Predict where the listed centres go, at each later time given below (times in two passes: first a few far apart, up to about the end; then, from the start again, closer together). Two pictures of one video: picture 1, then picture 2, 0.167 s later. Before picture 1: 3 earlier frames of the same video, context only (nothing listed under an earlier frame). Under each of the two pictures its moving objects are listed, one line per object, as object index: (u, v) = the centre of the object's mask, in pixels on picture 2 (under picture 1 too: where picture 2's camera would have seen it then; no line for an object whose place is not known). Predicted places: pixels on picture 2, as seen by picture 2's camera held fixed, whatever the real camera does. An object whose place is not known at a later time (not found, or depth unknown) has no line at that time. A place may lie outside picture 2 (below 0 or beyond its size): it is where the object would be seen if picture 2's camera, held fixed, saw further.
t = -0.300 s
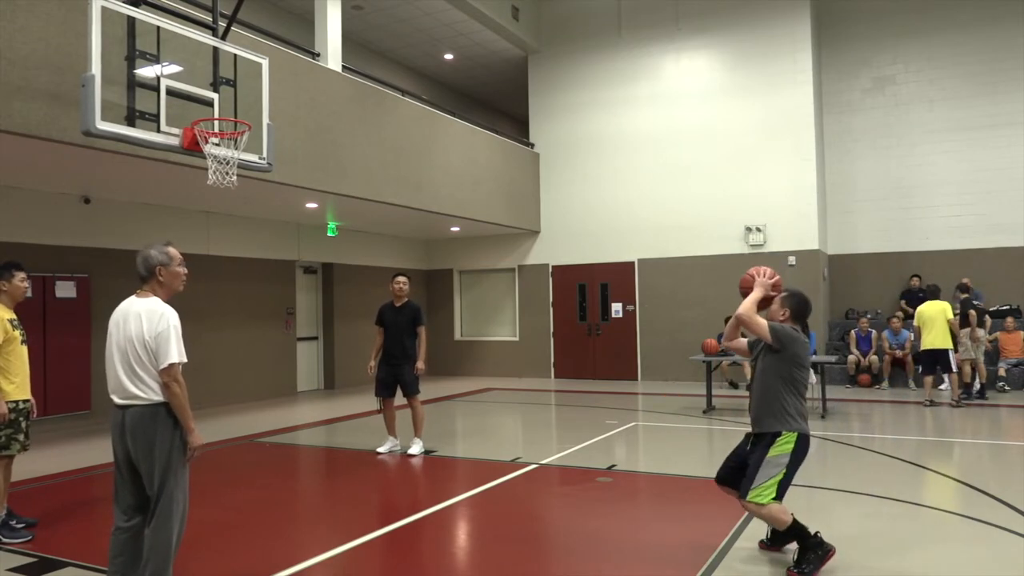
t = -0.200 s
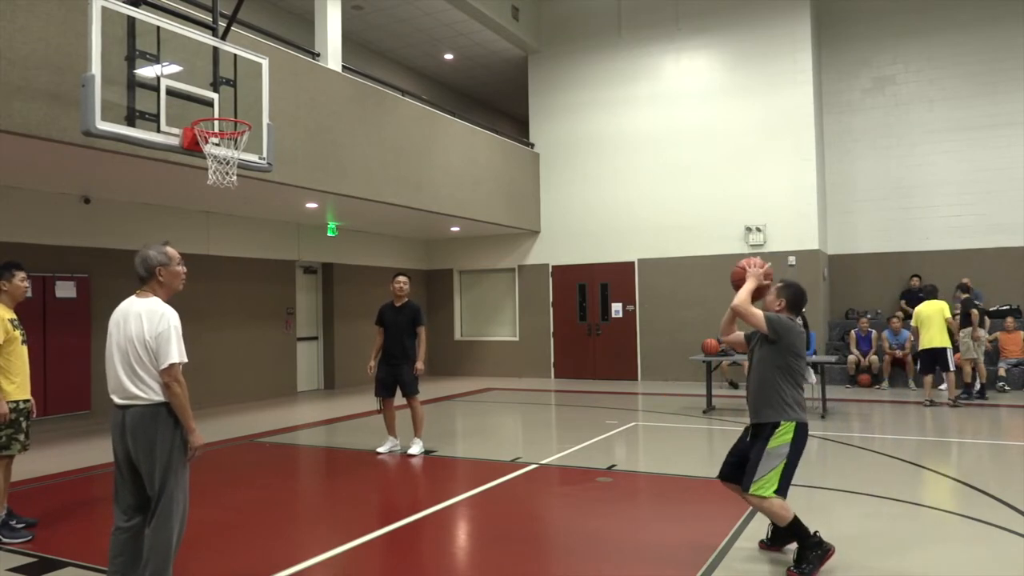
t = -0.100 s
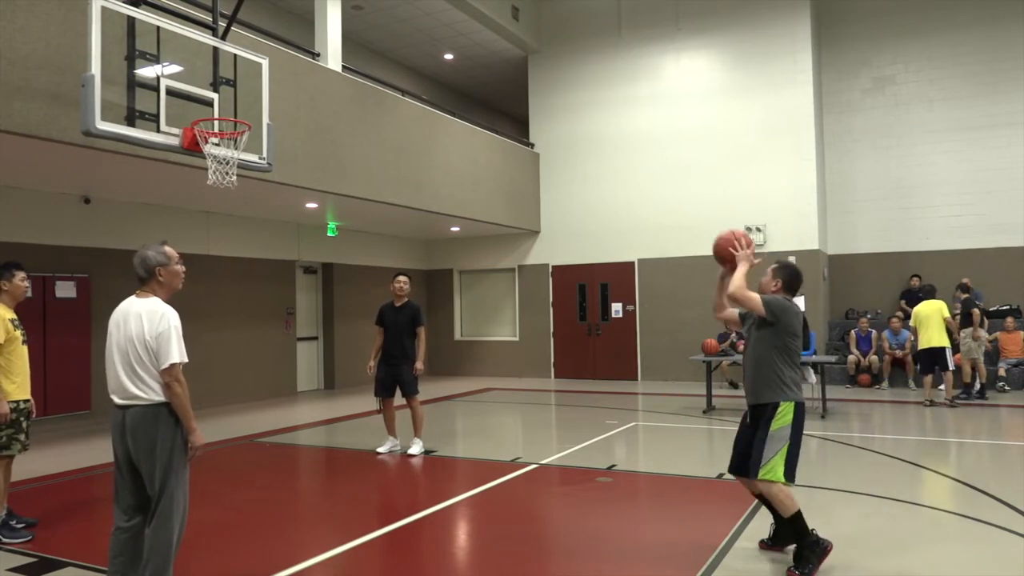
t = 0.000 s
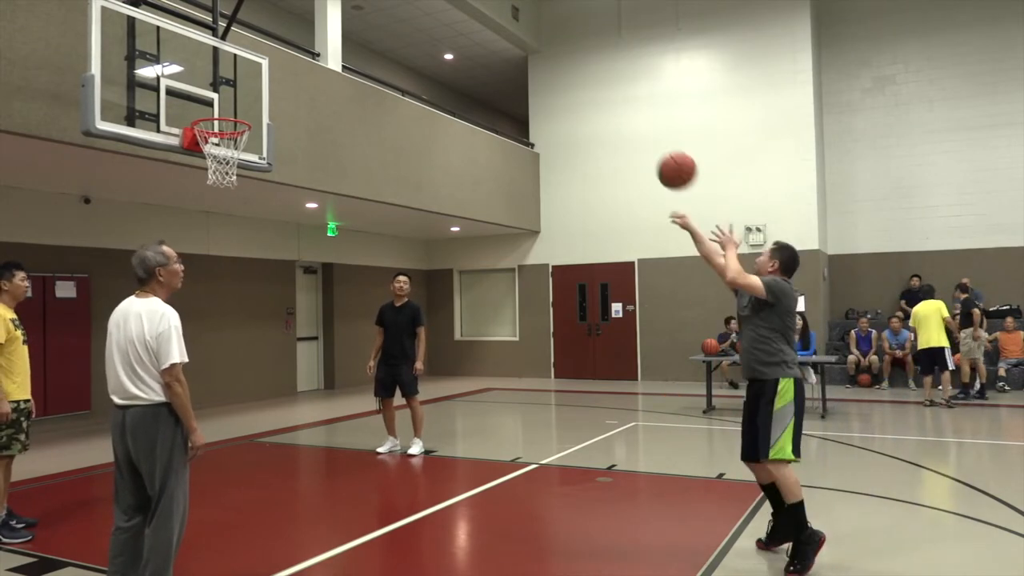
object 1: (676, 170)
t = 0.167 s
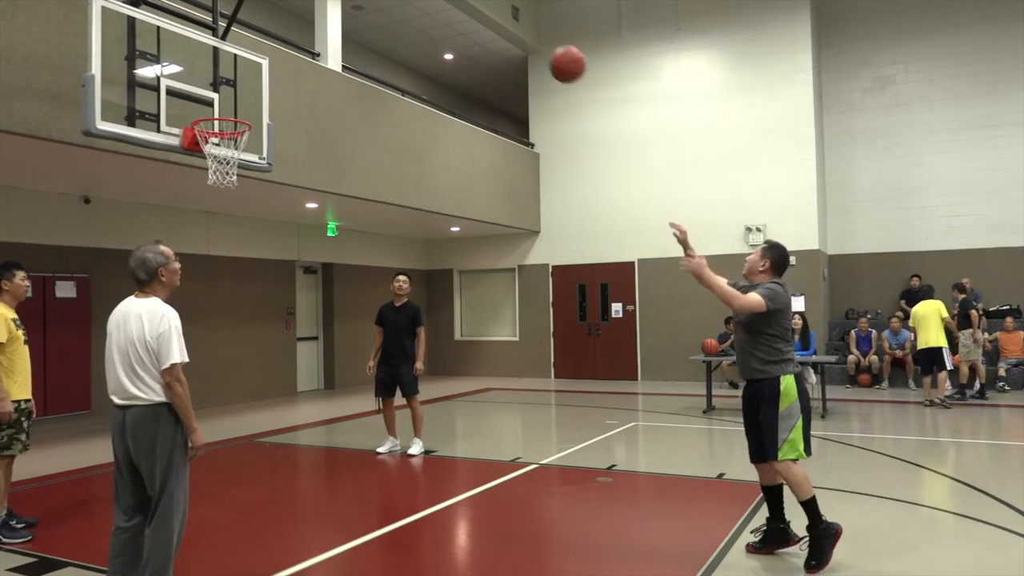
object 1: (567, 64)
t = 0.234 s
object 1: (528, 37)
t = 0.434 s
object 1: (422, 5)
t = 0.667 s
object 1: (318, 15)
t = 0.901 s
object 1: (230, 94)
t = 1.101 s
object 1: (222, 149)
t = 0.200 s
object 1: (547, 49)
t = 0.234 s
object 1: (528, 37)
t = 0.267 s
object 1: (509, 25)
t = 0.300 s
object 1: (491, 17)
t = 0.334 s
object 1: (474, 12)
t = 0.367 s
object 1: (456, 9)
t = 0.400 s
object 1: (439, 7)
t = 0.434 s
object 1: (422, 5)
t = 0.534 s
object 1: (376, 6)
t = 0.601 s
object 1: (347, 9)
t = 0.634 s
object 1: (333, 11)
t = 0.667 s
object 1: (318, 15)
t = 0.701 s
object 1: (305, 23)
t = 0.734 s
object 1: (292, 32)
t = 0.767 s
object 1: (279, 42)
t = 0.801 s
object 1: (266, 54)
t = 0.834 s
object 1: (254, 66)
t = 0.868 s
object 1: (242, 79)
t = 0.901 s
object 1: (230, 94)
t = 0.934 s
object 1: (218, 107)
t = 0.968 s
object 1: (209, 124)
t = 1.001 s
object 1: (223, 129)
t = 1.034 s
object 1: (237, 134)
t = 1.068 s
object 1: (232, 140)
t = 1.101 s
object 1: (222, 149)
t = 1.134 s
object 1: (215, 158)
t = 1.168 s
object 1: (208, 167)
